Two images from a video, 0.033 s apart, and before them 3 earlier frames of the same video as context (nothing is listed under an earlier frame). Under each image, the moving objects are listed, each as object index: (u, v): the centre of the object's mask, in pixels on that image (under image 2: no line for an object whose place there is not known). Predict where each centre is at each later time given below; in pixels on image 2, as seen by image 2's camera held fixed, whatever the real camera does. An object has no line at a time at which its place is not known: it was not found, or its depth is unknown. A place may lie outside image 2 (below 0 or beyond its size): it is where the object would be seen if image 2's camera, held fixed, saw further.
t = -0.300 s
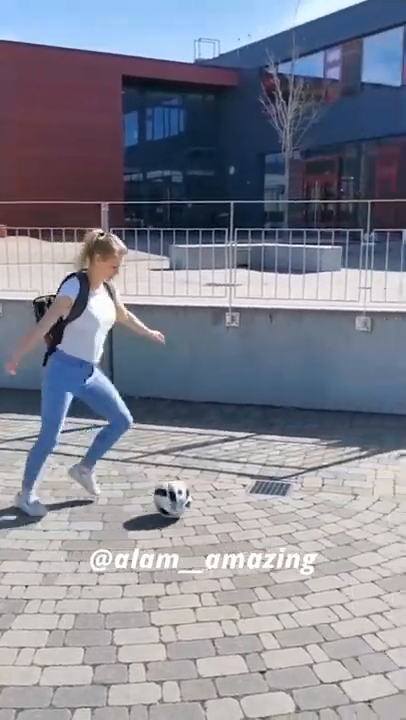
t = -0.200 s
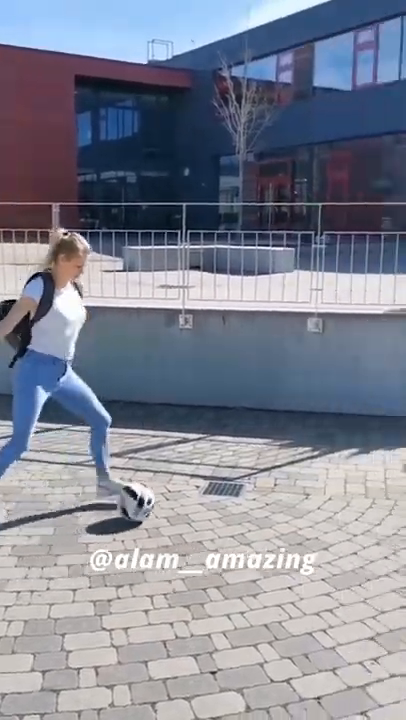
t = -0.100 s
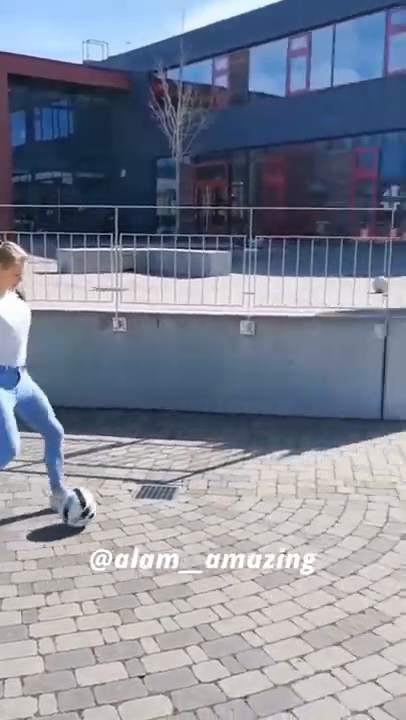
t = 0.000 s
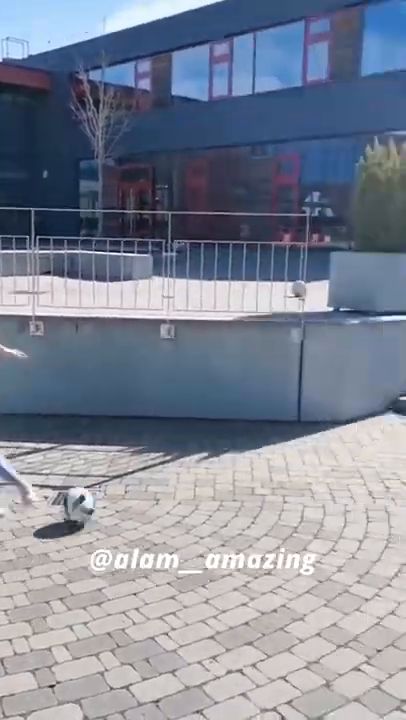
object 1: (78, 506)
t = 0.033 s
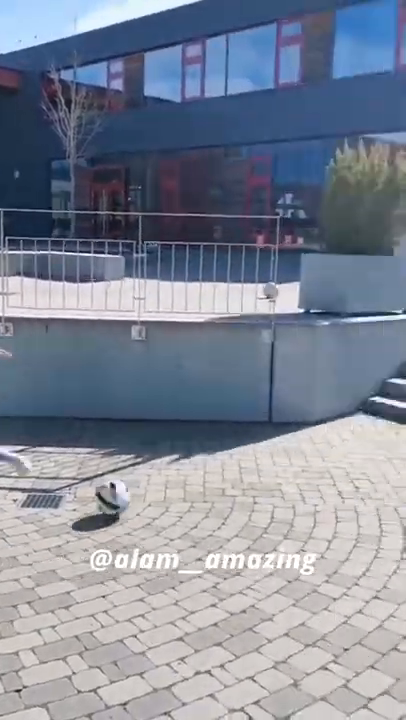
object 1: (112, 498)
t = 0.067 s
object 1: (172, 489)
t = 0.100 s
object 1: (227, 481)
